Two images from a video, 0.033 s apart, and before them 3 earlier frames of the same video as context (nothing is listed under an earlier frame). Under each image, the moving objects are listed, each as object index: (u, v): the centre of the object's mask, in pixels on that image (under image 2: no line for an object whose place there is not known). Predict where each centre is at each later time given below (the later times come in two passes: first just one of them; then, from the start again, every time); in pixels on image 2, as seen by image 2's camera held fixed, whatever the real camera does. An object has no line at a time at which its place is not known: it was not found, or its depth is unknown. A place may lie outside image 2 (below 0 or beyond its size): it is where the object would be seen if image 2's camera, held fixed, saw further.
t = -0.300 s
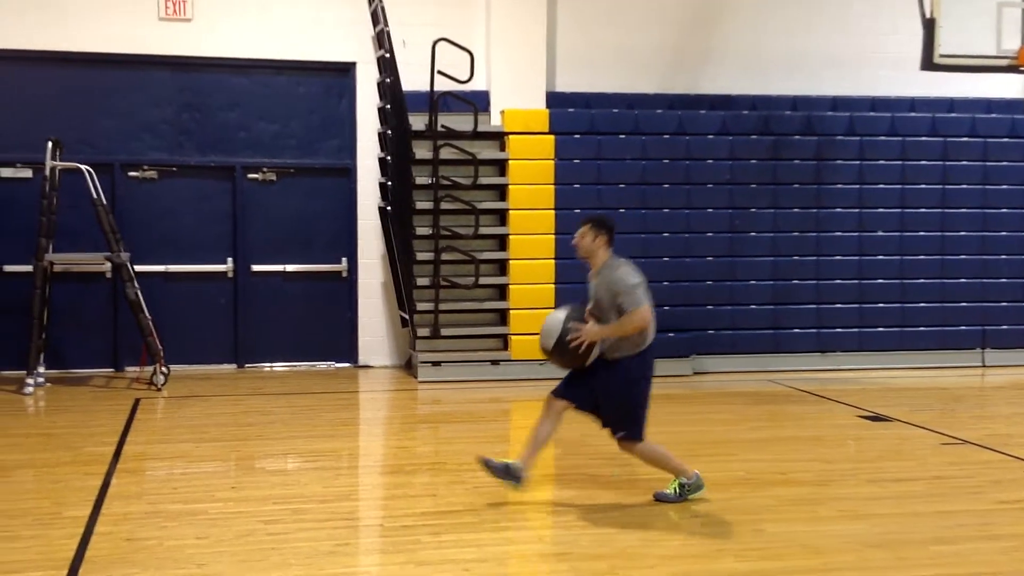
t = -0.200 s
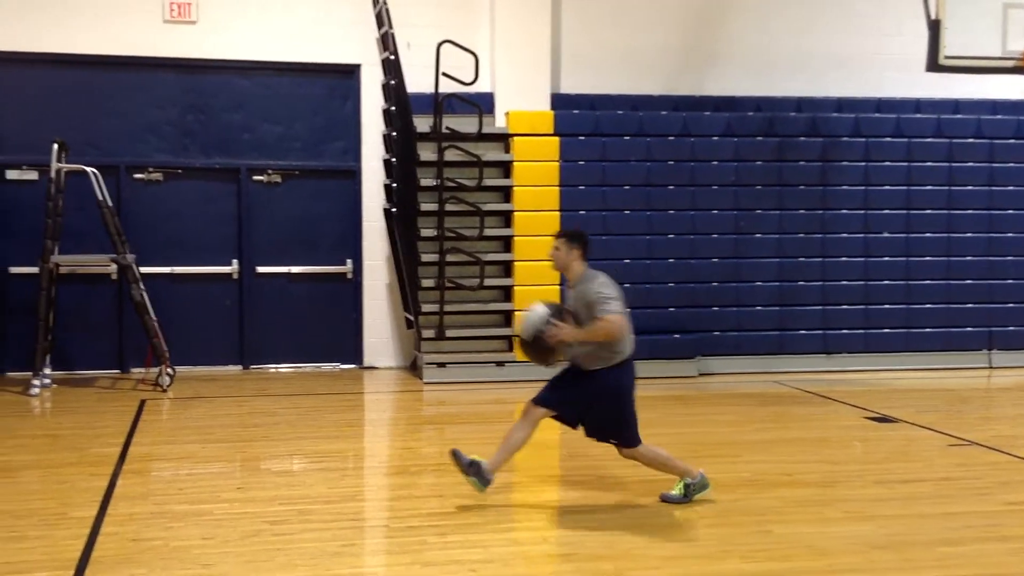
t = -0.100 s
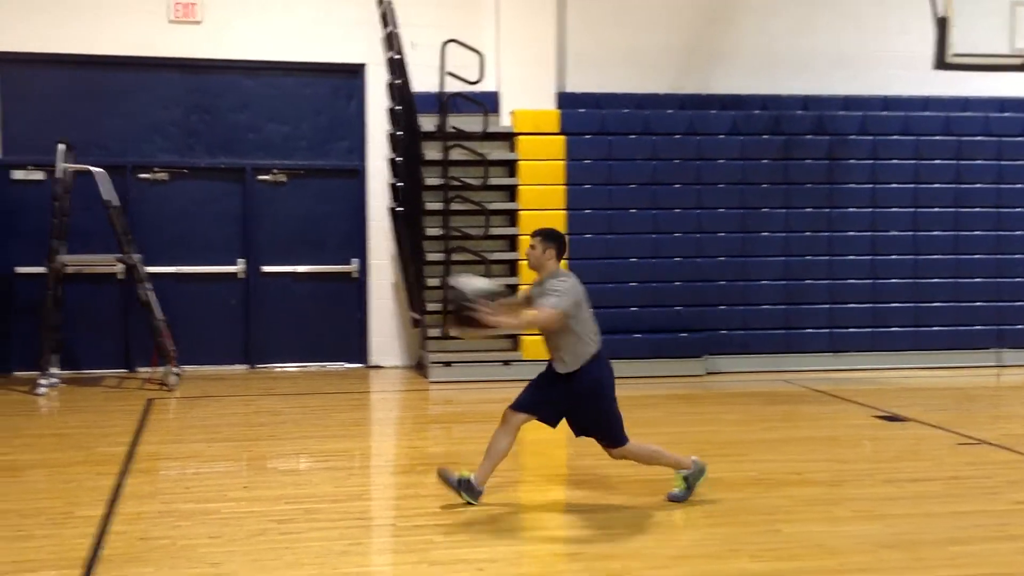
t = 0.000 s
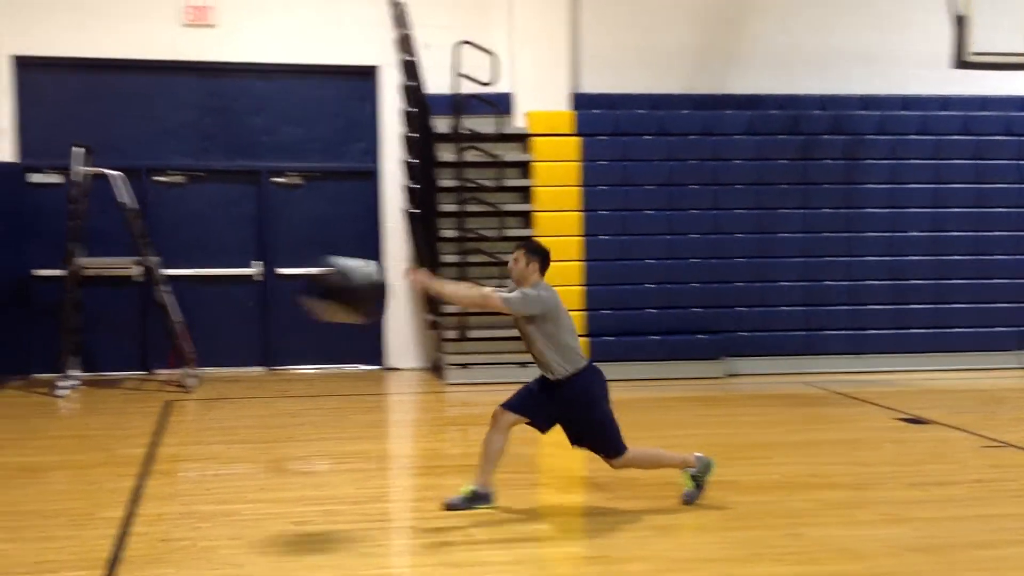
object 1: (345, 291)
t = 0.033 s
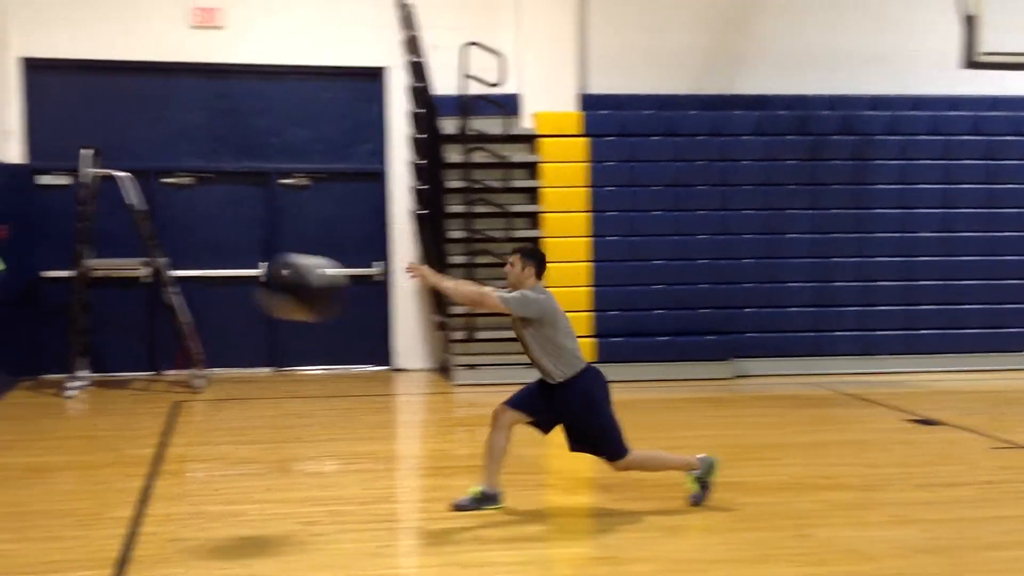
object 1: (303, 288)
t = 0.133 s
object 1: (136, 287)
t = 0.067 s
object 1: (248, 287)
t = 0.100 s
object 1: (196, 287)
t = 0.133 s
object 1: (136, 287)
